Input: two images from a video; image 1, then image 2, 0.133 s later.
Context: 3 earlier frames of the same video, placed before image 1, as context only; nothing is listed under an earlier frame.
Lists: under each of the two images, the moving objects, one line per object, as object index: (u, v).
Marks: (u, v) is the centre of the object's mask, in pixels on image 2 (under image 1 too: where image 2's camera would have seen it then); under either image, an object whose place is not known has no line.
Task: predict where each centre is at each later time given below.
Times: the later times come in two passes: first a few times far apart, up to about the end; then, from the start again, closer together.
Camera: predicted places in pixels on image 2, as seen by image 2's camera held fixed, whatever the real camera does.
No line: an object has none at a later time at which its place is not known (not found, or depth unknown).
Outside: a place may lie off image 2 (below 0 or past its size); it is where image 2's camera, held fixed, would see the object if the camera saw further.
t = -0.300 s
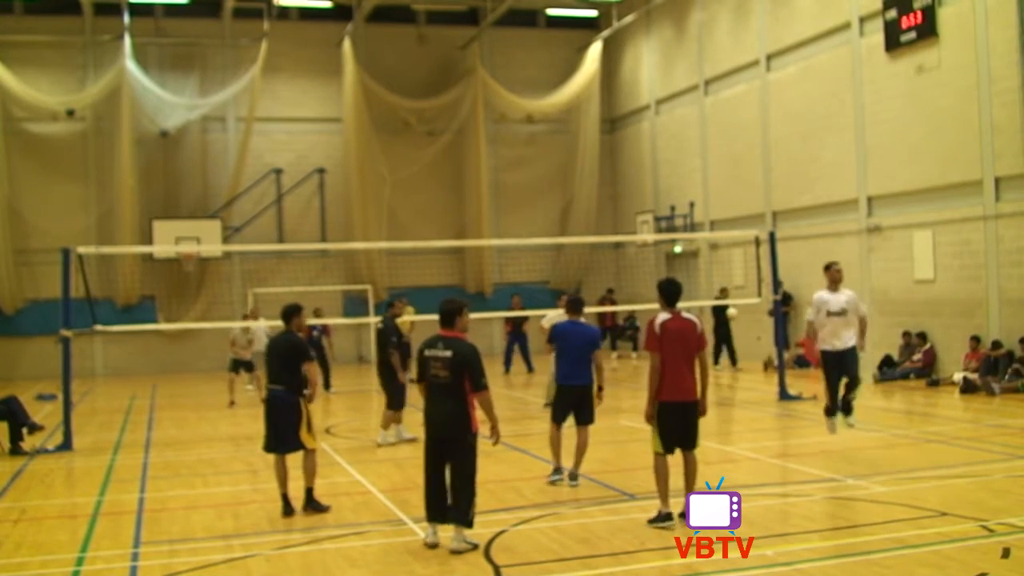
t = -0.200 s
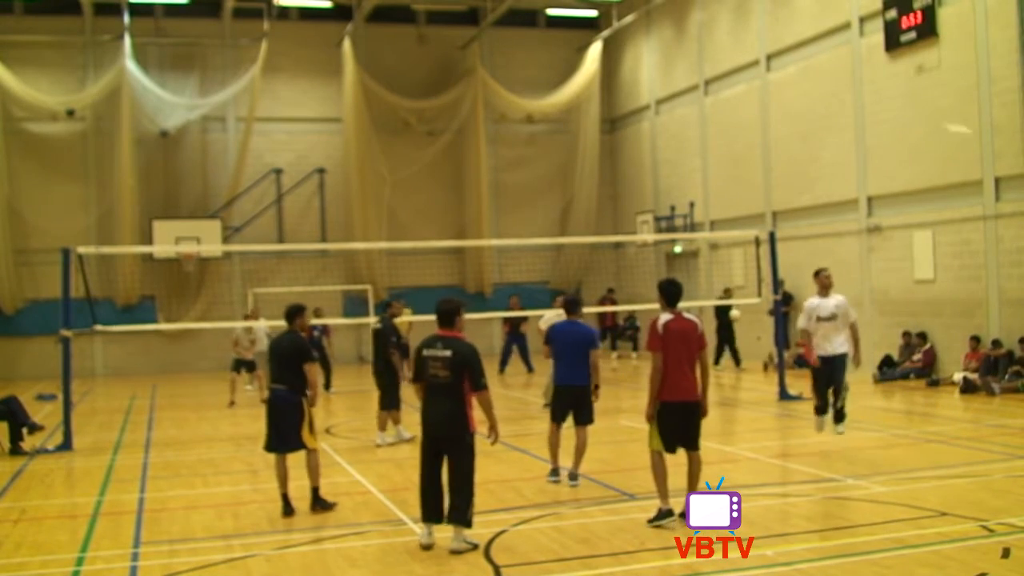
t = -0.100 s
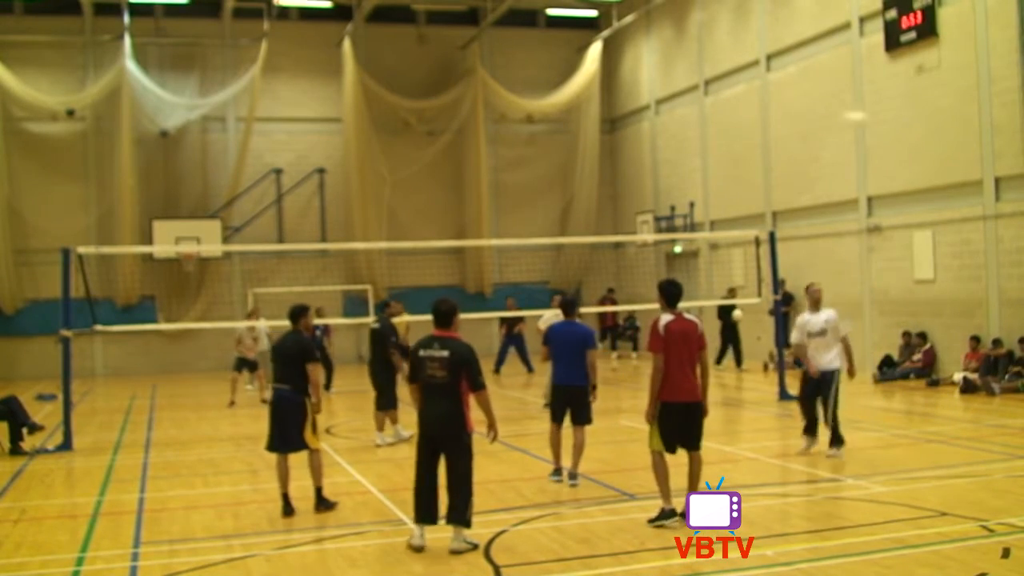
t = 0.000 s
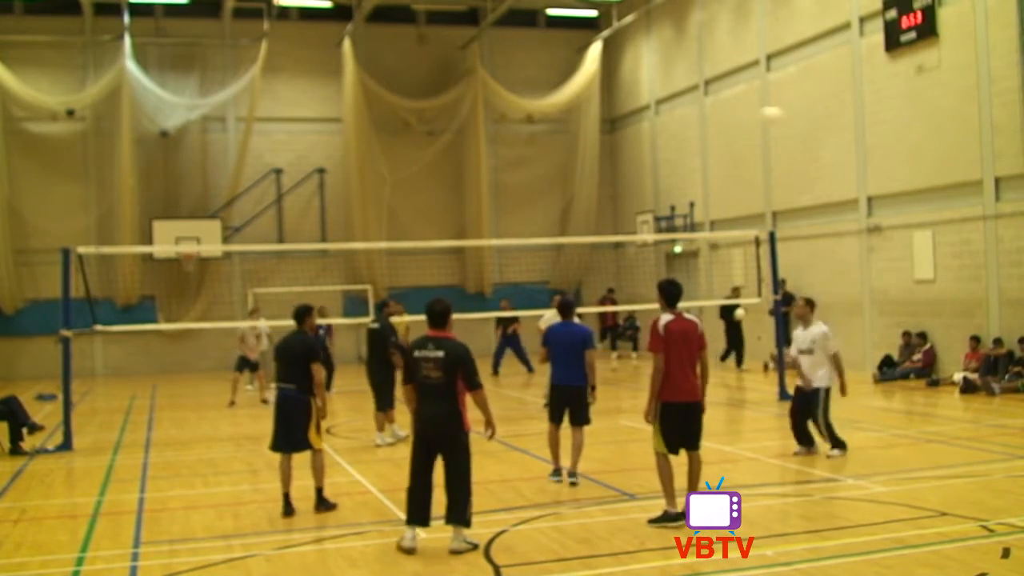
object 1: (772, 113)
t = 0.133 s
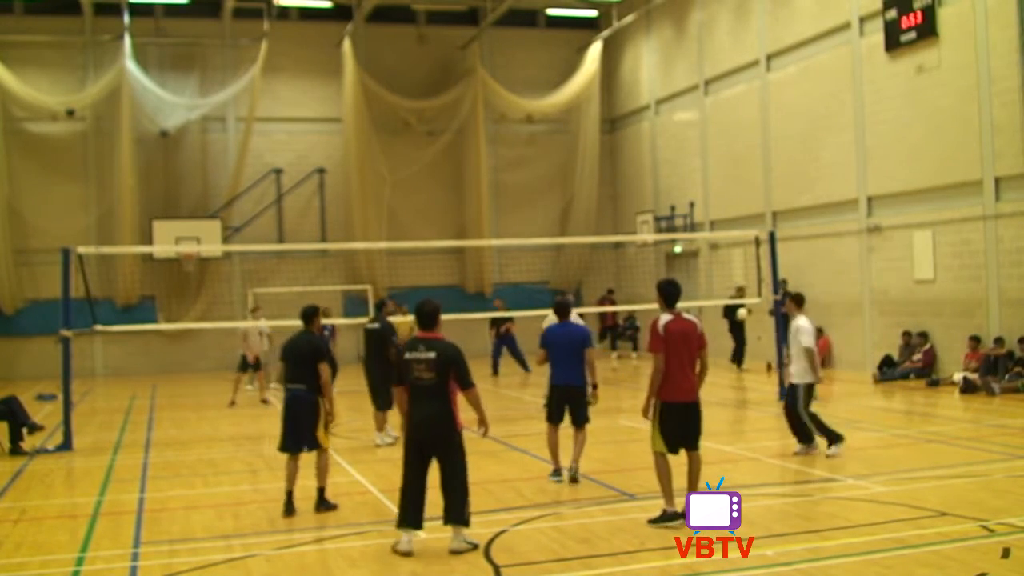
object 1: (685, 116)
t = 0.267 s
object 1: (617, 135)
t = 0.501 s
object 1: (528, 175)
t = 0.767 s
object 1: (457, 249)
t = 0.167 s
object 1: (666, 119)
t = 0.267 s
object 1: (617, 135)
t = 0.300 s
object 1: (598, 141)
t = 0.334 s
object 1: (586, 145)
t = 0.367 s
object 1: (574, 150)
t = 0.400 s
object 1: (561, 155)
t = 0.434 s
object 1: (550, 161)
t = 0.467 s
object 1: (539, 167)
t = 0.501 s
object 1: (528, 175)
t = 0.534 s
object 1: (518, 182)
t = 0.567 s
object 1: (508, 191)
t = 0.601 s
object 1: (498, 200)
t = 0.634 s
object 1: (489, 209)
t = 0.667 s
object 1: (481, 218)
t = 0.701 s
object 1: (473, 228)
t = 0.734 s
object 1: (467, 235)
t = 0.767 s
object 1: (457, 249)
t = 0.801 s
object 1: (451, 258)
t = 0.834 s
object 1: (444, 269)
